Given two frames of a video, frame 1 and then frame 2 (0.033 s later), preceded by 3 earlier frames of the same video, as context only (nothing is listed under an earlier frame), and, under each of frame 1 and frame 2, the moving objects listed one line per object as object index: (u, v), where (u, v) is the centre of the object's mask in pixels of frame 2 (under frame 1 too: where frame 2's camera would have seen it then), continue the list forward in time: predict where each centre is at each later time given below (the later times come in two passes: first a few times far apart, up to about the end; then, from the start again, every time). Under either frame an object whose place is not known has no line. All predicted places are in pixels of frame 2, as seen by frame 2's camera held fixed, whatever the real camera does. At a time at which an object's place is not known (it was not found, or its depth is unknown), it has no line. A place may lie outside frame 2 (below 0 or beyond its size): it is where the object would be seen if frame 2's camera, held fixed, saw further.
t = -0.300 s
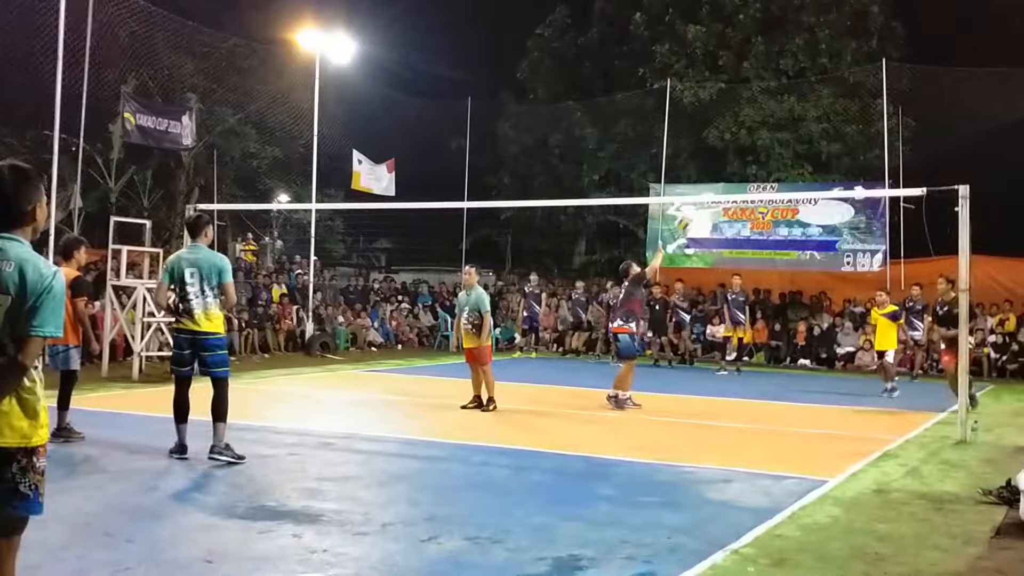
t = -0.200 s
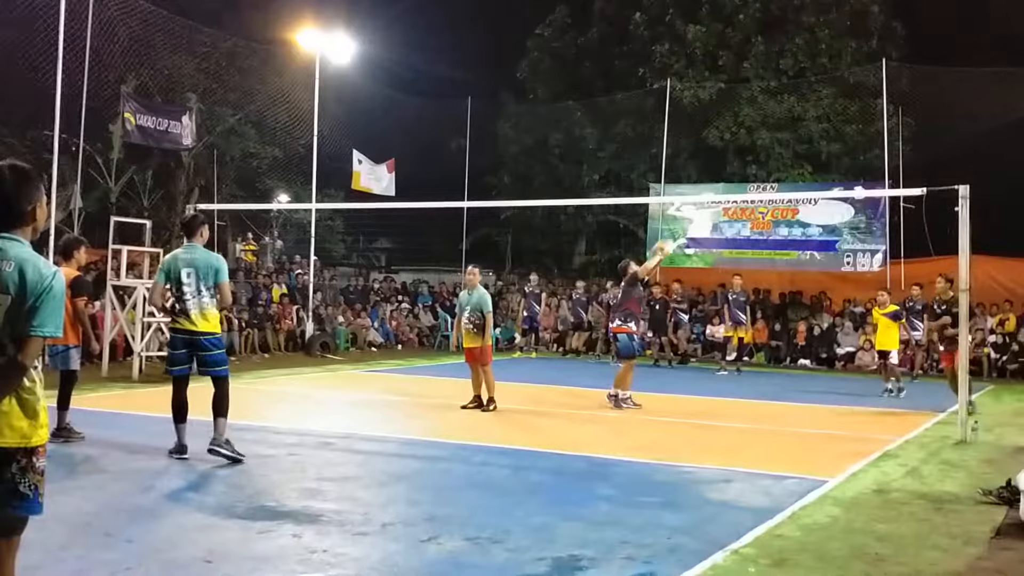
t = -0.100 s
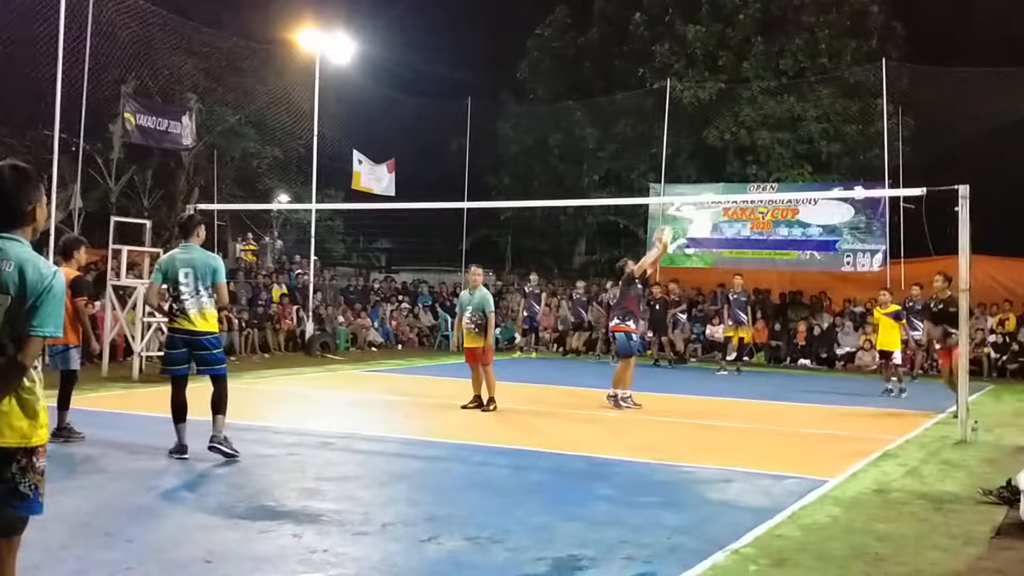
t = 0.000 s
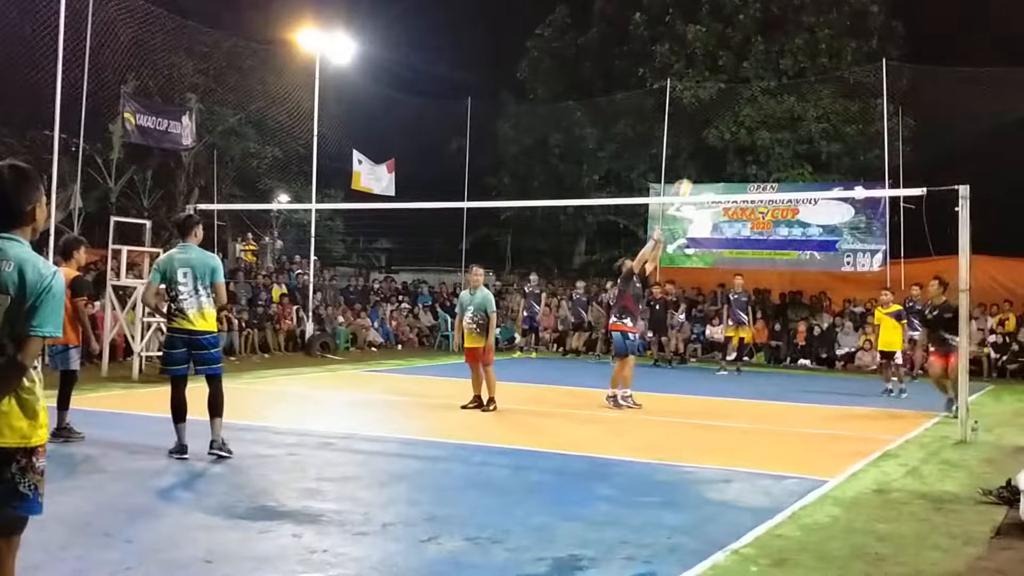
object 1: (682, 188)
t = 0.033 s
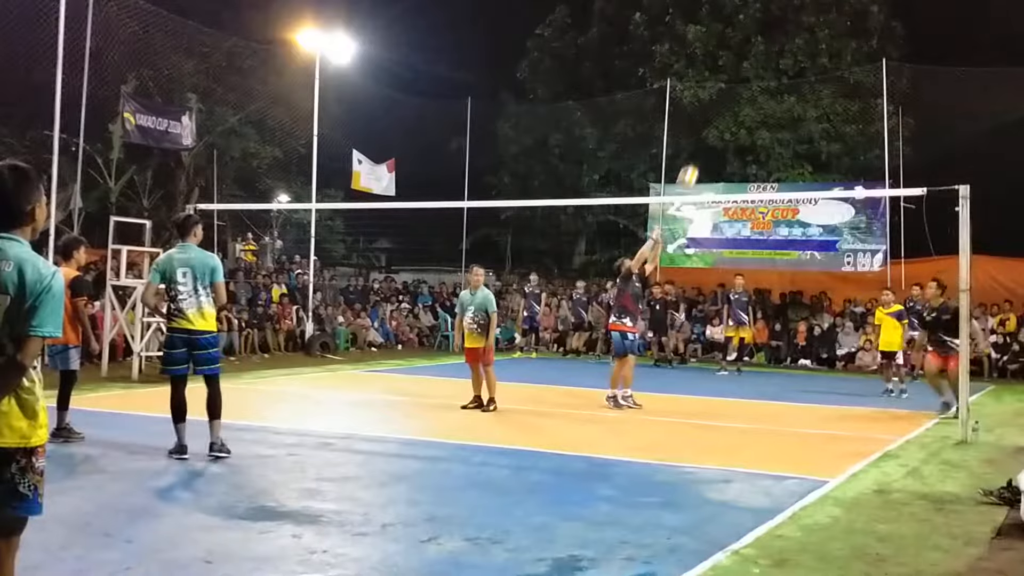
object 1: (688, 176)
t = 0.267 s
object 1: (731, 107)
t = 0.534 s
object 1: (779, 83)
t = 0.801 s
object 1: (829, 123)
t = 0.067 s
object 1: (693, 165)
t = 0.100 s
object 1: (700, 153)
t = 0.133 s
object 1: (706, 143)
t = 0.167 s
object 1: (712, 132)
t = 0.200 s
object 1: (718, 123)
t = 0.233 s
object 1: (724, 115)
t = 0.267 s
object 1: (731, 107)
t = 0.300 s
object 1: (737, 102)
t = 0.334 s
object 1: (743, 96)
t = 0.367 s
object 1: (749, 92)
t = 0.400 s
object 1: (755, 88)
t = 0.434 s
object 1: (761, 85)
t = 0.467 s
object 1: (767, 84)
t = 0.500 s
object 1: (773, 83)
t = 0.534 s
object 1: (779, 83)
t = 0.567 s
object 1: (785, 85)
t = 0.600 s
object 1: (792, 87)
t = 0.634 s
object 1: (798, 91)
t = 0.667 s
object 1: (804, 94)
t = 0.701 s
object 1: (811, 101)
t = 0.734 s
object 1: (817, 107)
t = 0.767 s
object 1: (823, 114)
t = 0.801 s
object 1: (829, 123)
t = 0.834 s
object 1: (835, 133)
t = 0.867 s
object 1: (841, 144)
